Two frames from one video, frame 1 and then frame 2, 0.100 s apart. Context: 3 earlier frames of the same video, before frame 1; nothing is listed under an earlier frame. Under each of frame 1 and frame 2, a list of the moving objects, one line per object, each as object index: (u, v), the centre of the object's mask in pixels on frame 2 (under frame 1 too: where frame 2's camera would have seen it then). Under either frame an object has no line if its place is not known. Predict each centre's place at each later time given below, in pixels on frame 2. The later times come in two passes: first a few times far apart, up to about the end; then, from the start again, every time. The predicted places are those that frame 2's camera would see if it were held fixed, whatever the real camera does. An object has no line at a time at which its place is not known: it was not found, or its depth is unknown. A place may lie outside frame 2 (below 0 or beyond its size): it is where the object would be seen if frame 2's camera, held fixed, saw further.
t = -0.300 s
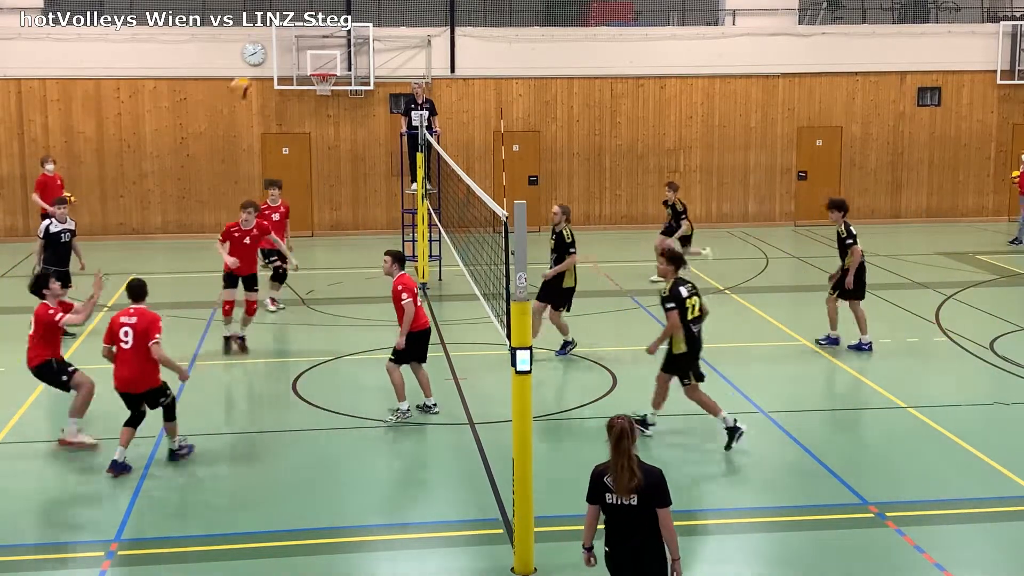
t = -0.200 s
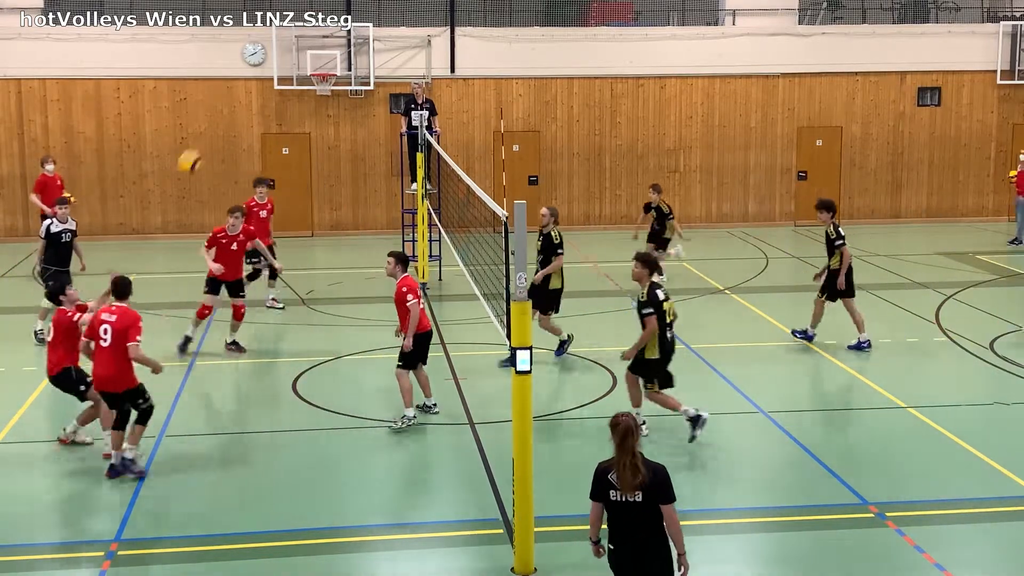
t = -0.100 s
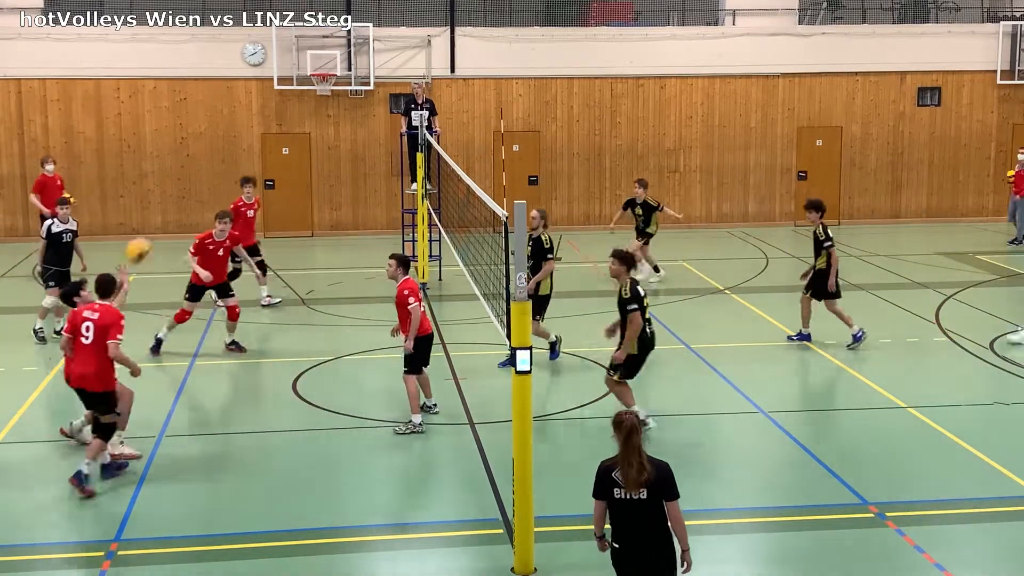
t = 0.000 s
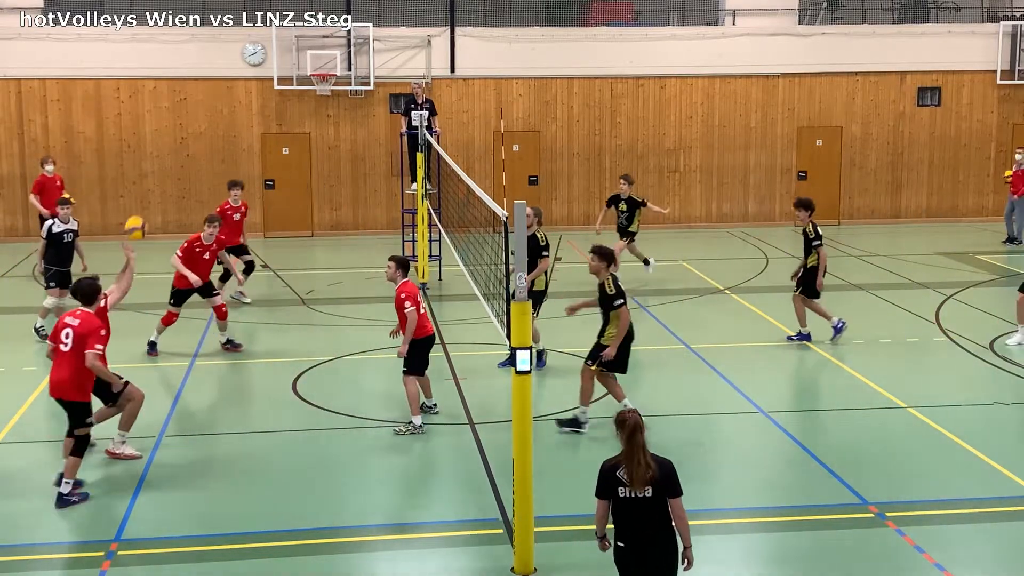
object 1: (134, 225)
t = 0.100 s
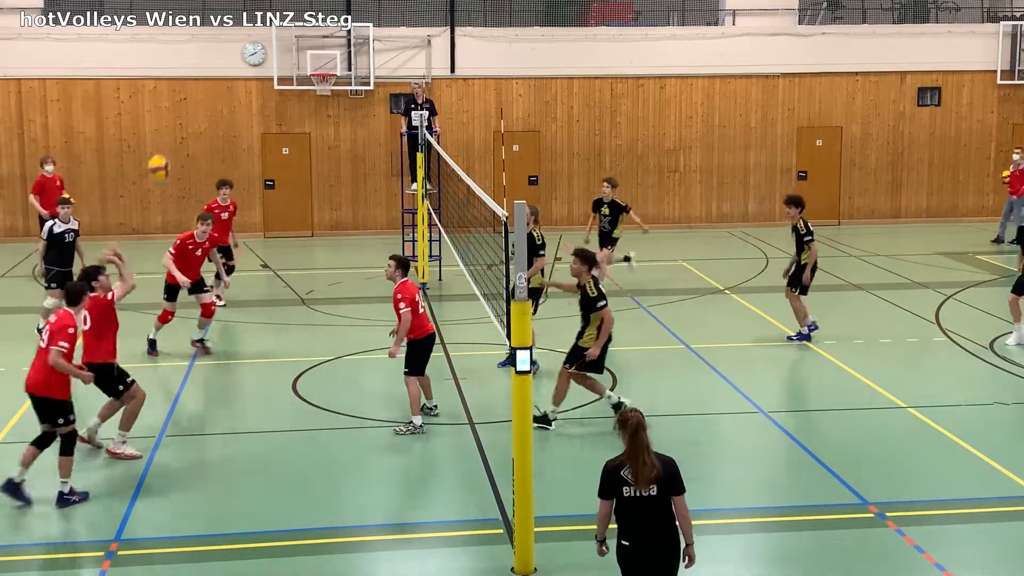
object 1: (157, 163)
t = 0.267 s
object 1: (197, 88)
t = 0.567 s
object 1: (269, 31)
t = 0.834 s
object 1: (330, 54)
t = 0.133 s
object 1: (165, 145)
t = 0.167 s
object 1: (173, 129)
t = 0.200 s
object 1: (180, 114)
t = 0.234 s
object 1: (189, 100)
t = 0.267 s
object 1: (197, 88)
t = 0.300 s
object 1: (205, 77)
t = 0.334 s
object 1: (213, 67)
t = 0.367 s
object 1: (221, 58)
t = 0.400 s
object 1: (230, 50)
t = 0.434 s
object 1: (237, 44)
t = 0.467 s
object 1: (245, 39)
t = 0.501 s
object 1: (253, 35)
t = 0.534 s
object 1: (261, 33)
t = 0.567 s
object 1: (269, 31)
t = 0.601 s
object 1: (276, 31)
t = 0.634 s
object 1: (284, 32)
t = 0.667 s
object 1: (292, 30)
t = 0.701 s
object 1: (300, 33)
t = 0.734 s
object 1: (308, 36)
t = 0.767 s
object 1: (316, 41)
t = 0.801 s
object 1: (323, 47)
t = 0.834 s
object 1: (330, 54)
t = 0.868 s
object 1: (338, 62)
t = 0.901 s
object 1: (345, 71)
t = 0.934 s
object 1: (352, 81)
